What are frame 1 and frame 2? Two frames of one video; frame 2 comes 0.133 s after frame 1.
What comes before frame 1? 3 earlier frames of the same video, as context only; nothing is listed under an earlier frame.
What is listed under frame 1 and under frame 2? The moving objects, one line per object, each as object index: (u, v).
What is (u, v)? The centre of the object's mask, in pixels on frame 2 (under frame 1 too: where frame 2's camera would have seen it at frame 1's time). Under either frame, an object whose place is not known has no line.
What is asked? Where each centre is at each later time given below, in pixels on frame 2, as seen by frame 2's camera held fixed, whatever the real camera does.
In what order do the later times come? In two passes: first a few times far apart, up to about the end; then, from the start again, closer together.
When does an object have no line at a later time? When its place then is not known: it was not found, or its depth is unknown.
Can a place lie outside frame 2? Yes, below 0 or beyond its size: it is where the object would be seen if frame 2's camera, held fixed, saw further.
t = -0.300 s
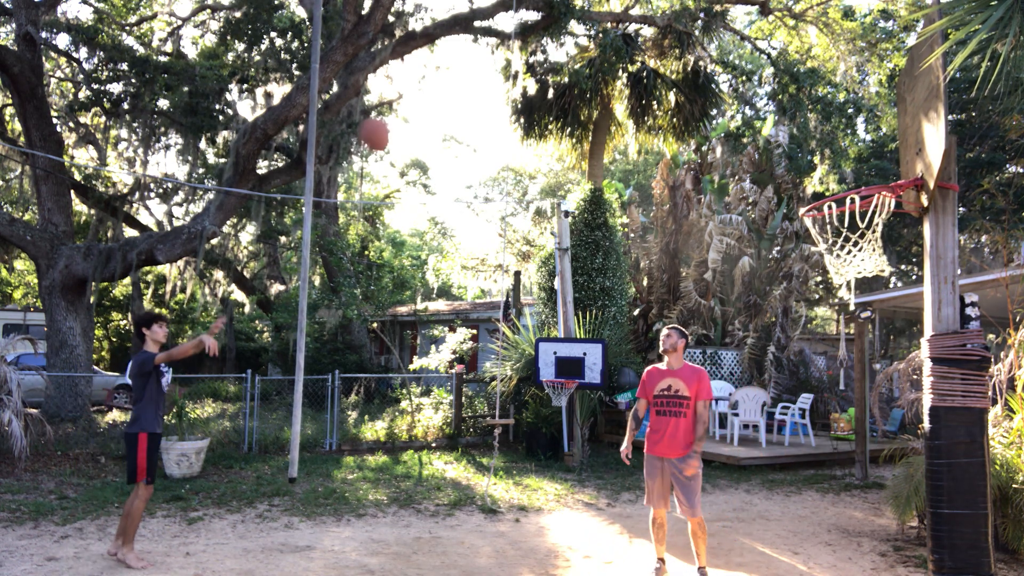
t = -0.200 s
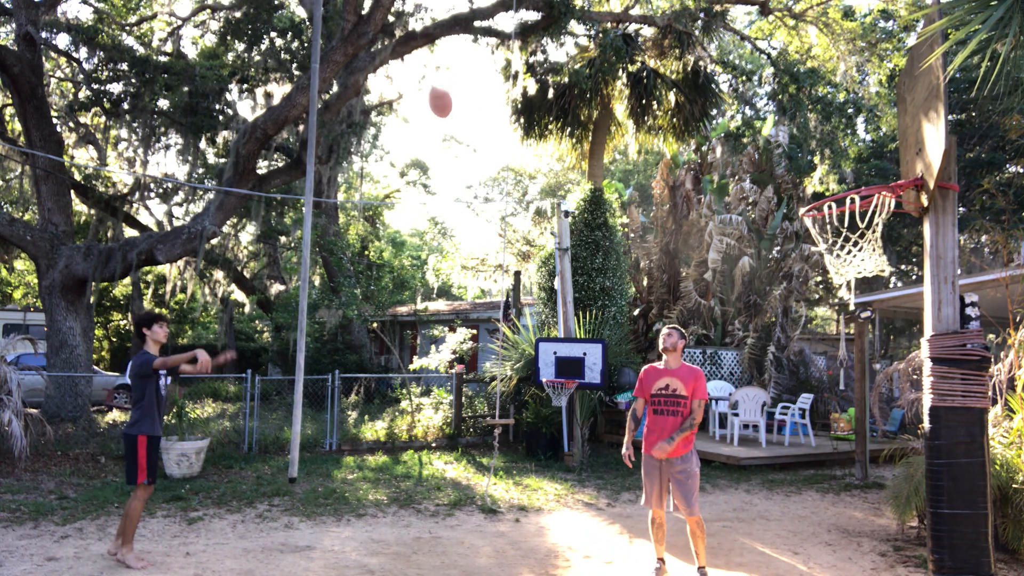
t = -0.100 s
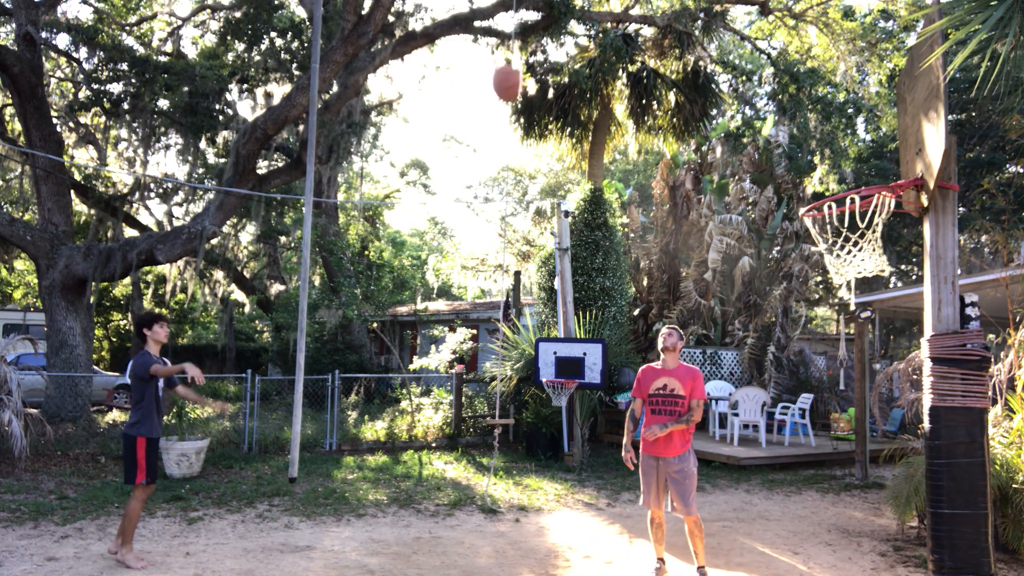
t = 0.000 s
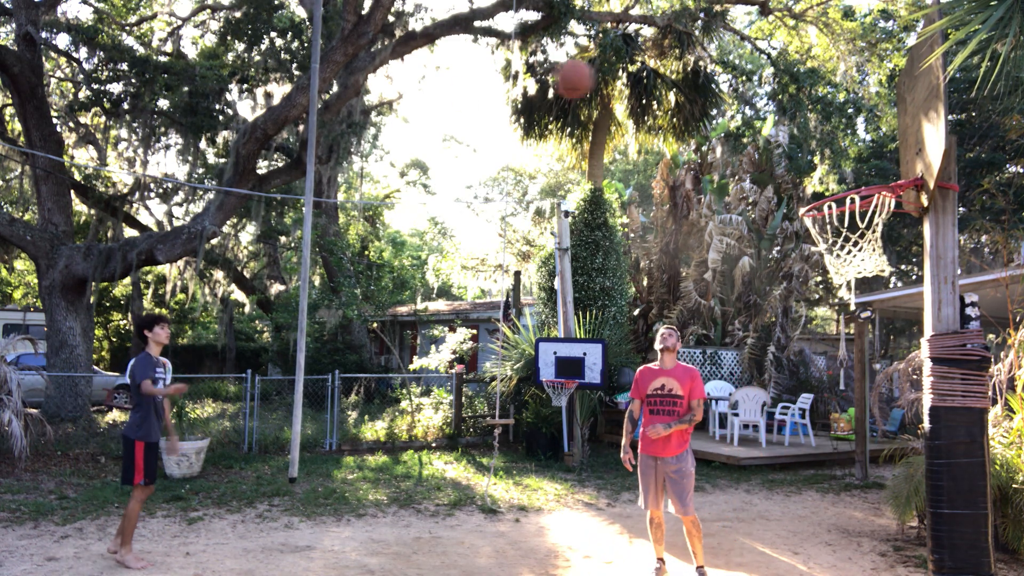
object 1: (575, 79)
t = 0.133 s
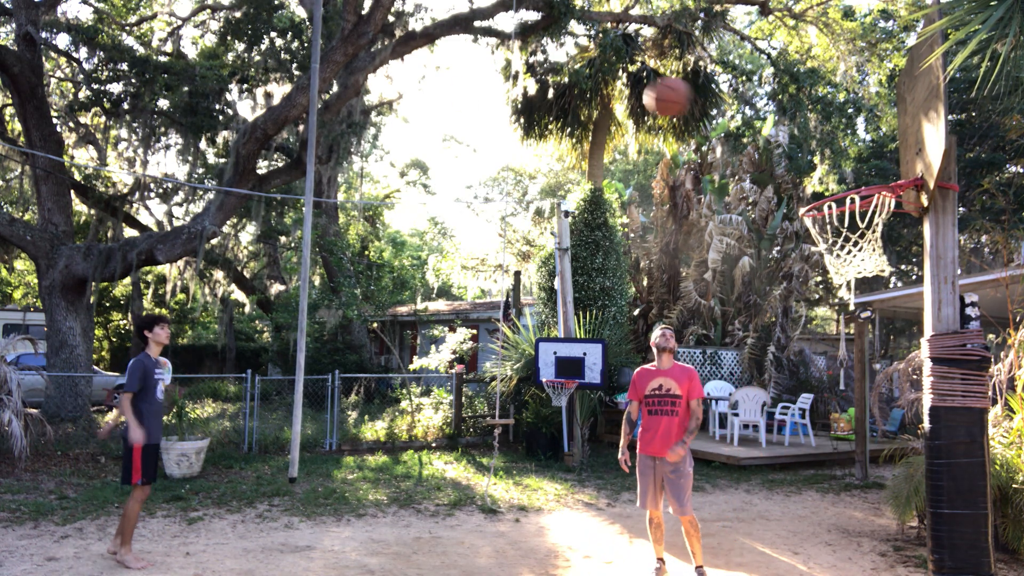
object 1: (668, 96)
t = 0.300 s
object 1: (793, 159)
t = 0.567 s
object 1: (856, 244)
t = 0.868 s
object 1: (788, 344)
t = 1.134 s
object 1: (732, 556)
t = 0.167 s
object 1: (692, 105)
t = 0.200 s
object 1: (715, 116)
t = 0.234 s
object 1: (740, 129)
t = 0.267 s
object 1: (768, 144)
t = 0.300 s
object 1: (793, 159)
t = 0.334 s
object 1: (820, 178)
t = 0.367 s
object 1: (846, 201)
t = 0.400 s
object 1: (874, 220)
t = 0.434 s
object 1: (889, 233)
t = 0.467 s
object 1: (884, 231)
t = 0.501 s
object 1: (874, 229)
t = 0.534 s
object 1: (864, 230)
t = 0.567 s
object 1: (856, 244)
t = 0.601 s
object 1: (852, 245)
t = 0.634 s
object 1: (841, 261)
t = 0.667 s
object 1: (833, 267)
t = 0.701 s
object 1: (826, 273)
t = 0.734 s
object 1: (818, 282)
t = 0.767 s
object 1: (810, 293)
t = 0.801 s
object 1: (803, 307)
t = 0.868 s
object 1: (788, 344)
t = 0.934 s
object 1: (774, 385)
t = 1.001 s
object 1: (759, 439)
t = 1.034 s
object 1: (752, 467)
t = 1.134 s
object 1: (732, 556)
